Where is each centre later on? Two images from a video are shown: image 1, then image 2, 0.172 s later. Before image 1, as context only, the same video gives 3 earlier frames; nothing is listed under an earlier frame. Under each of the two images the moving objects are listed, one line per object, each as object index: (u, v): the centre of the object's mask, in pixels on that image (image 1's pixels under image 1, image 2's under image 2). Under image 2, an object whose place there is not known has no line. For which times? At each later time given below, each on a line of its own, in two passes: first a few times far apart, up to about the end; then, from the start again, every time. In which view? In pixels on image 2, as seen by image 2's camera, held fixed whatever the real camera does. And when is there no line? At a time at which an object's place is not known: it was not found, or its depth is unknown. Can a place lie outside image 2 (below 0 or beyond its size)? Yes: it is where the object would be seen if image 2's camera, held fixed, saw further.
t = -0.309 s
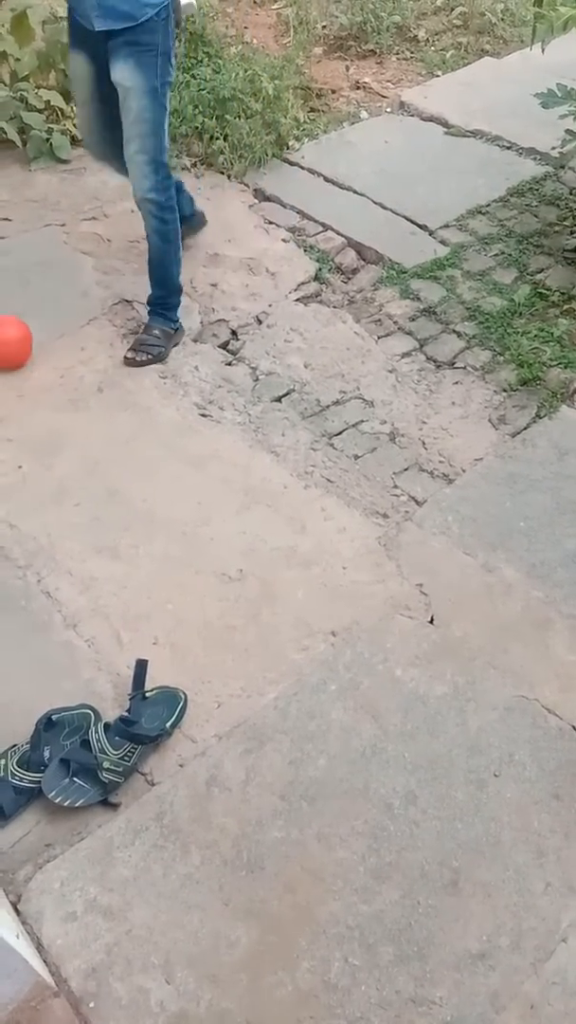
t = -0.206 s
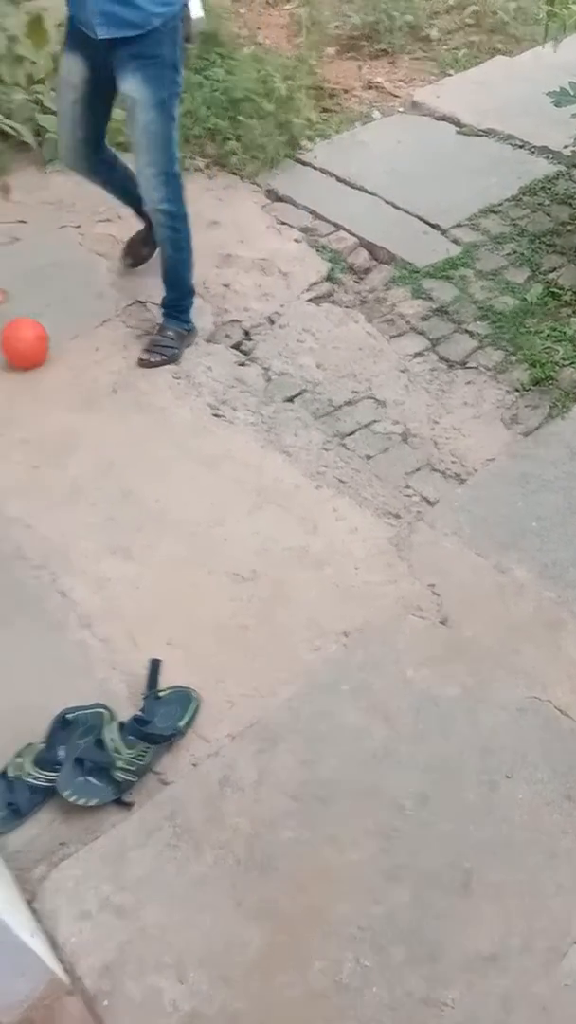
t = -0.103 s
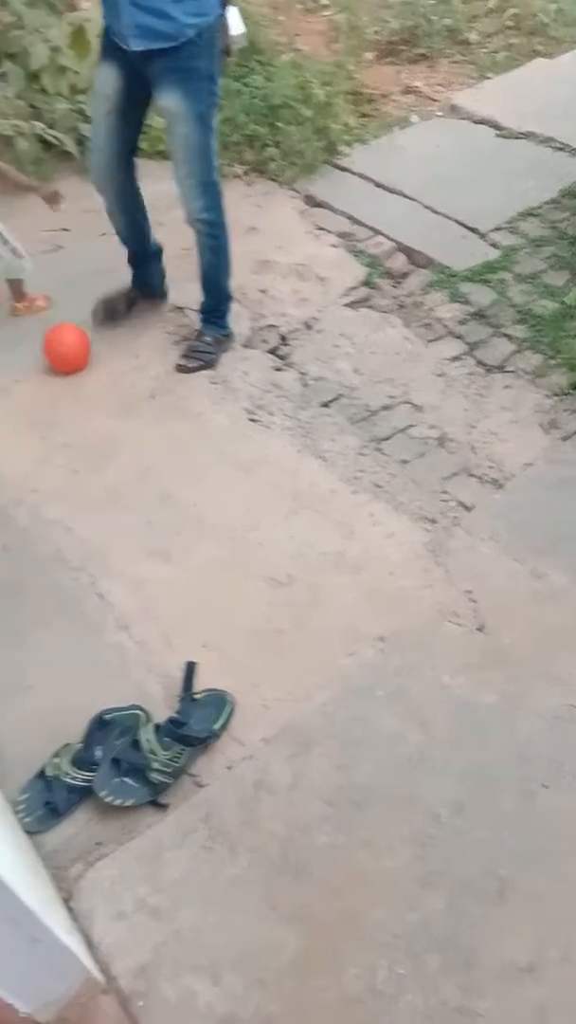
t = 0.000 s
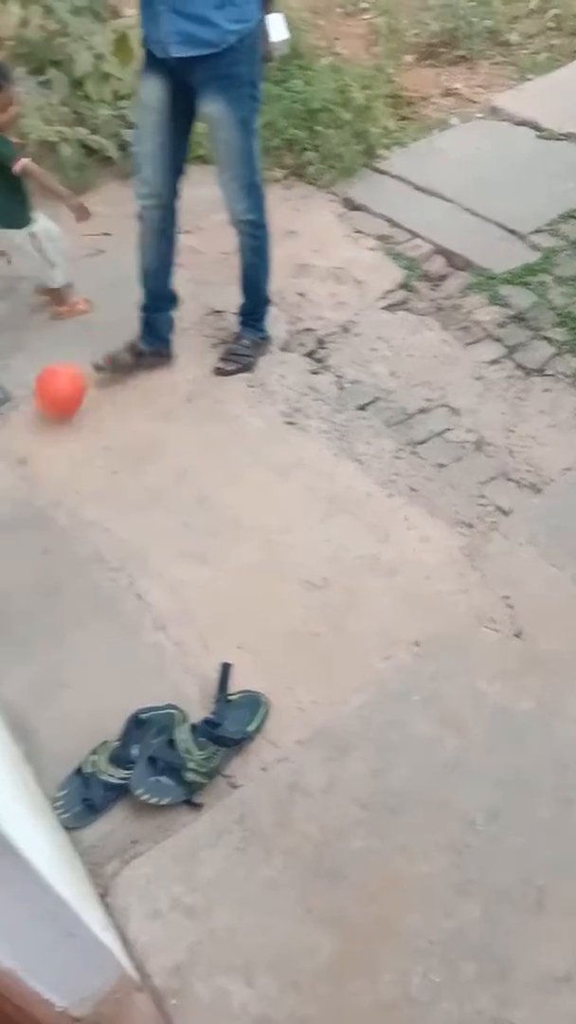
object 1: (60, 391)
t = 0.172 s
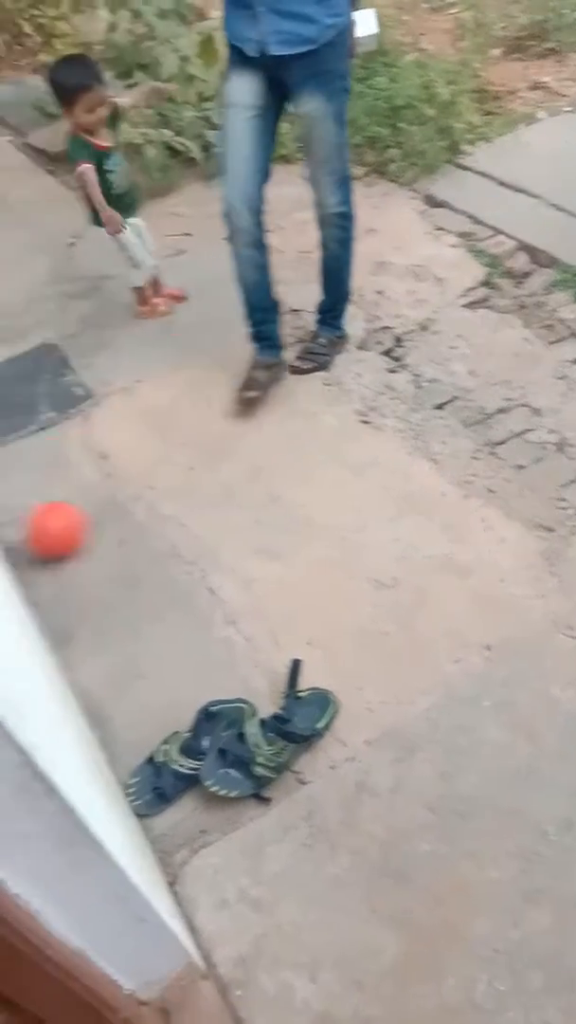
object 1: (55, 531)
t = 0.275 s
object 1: (121, 518)
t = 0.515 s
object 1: (242, 495)
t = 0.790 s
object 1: (357, 468)
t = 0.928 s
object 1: (402, 458)
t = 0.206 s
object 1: (81, 526)
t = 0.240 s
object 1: (101, 522)
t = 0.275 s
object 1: (121, 518)
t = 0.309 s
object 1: (139, 516)
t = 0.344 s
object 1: (158, 514)
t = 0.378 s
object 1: (174, 508)
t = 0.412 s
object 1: (192, 503)
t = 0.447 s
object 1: (208, 501)
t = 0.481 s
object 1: (225, 497)
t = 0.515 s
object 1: (242, 495)
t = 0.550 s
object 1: (256, 489)
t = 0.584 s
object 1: (272, 486)
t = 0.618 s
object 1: (288, 483)
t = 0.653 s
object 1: (304, 481)
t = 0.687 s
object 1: (318, 478)
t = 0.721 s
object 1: (332, 474)
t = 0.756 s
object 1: (345, 472)
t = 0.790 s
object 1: (357, 468)
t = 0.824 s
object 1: (369, 466)
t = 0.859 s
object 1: (381, 463)
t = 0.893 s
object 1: (391, 461)
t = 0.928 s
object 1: (402, 458)
